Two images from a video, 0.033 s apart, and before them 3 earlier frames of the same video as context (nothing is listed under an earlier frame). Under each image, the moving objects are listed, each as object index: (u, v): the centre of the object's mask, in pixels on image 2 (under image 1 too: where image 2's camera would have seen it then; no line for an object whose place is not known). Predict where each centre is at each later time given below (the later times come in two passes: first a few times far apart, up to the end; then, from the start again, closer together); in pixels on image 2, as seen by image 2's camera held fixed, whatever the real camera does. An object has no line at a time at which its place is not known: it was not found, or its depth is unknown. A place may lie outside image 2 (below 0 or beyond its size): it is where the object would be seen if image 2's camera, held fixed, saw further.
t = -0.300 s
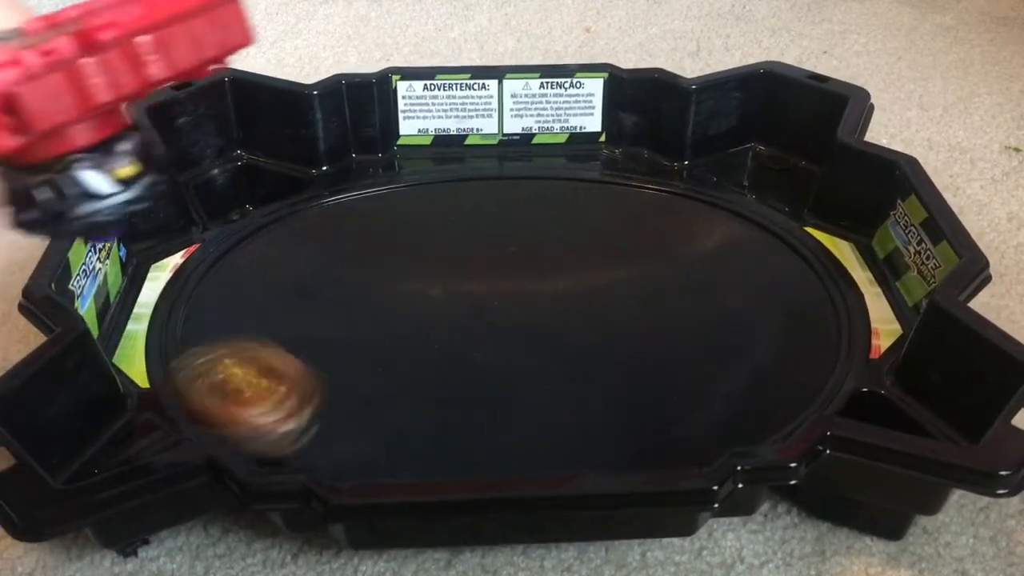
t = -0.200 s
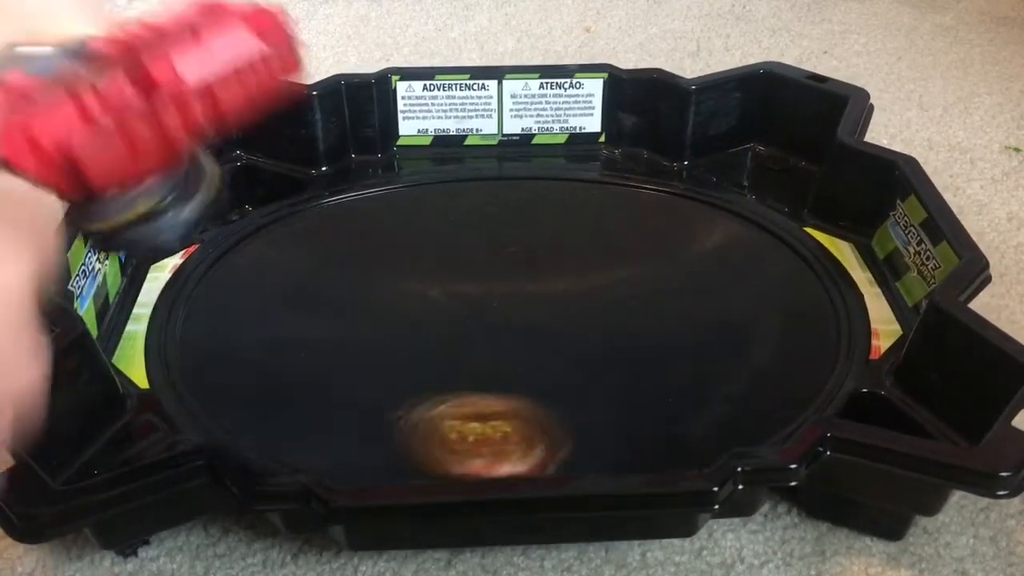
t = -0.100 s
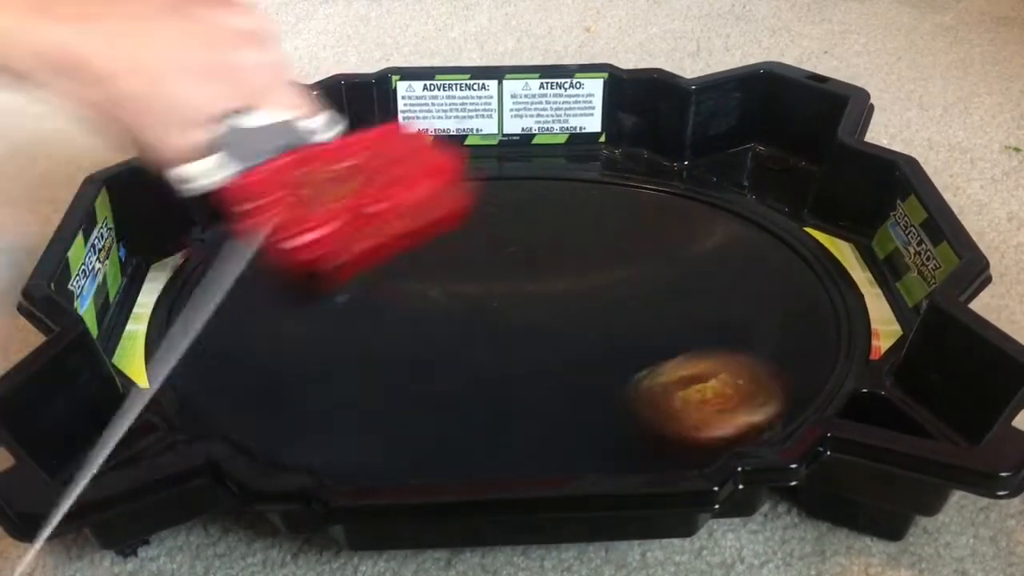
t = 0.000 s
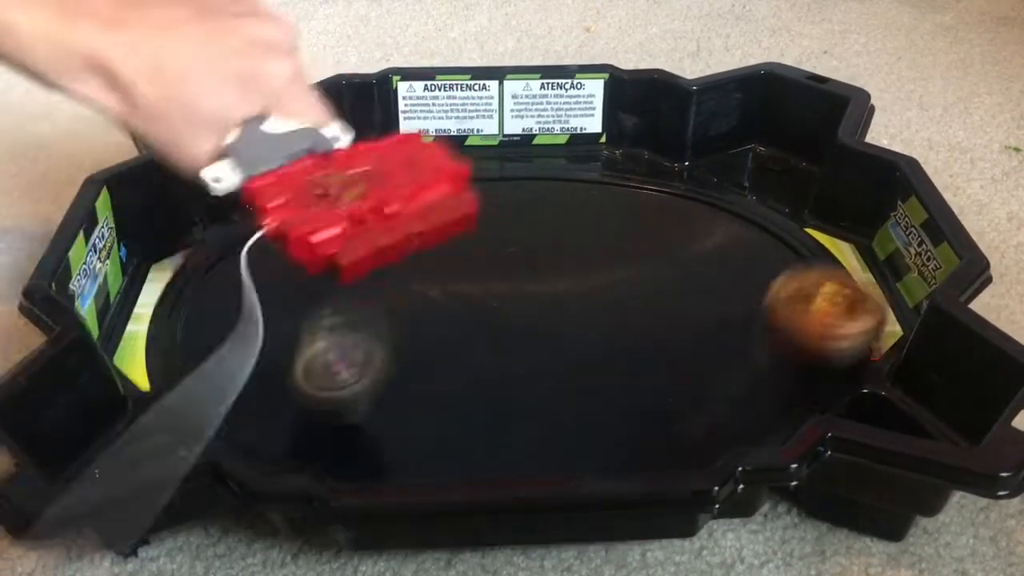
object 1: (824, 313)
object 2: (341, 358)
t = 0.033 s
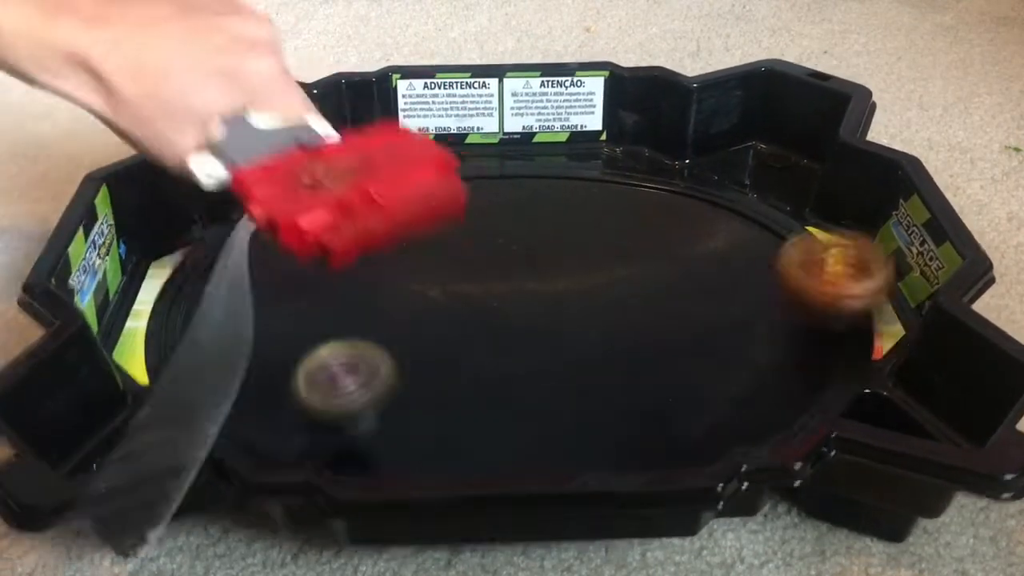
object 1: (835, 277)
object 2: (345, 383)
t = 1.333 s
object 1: (508, 160)
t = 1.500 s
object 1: (301, 210)
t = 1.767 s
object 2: (608, 262)
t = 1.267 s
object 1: (606, 160)
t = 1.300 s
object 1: (557, 159)
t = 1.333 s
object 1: (508, 160)
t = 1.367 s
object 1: (464, 162)
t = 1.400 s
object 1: (418, 168)
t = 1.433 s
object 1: (375, 178)
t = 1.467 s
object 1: (337, 192)
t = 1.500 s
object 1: (301, 210)
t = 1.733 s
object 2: (623, 275)
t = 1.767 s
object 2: (608, 262)
